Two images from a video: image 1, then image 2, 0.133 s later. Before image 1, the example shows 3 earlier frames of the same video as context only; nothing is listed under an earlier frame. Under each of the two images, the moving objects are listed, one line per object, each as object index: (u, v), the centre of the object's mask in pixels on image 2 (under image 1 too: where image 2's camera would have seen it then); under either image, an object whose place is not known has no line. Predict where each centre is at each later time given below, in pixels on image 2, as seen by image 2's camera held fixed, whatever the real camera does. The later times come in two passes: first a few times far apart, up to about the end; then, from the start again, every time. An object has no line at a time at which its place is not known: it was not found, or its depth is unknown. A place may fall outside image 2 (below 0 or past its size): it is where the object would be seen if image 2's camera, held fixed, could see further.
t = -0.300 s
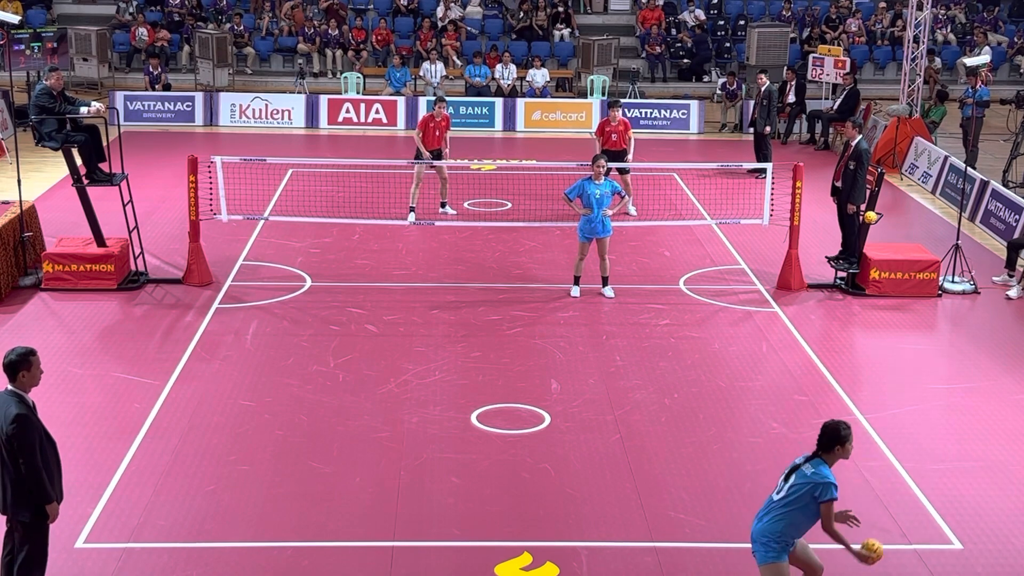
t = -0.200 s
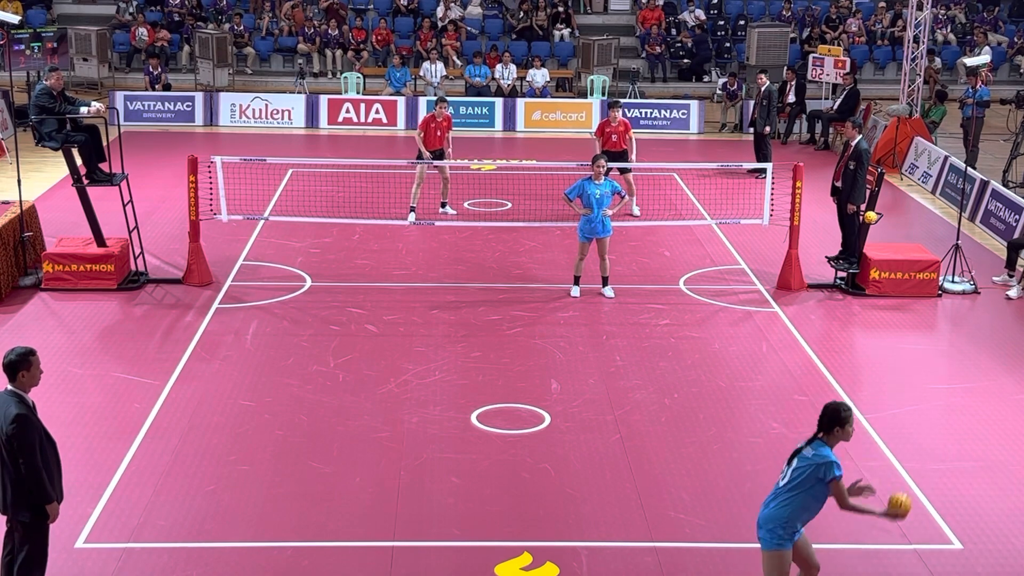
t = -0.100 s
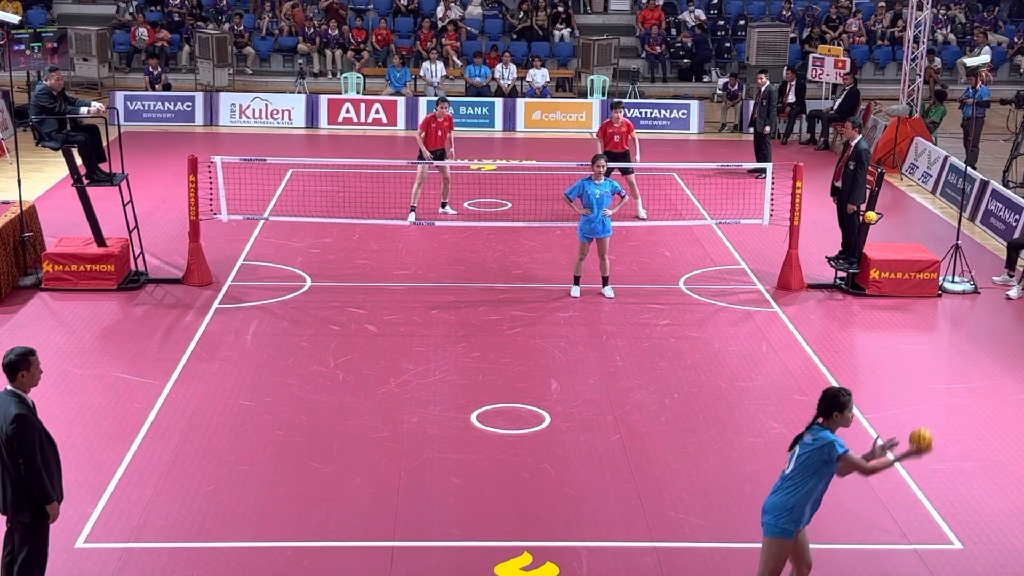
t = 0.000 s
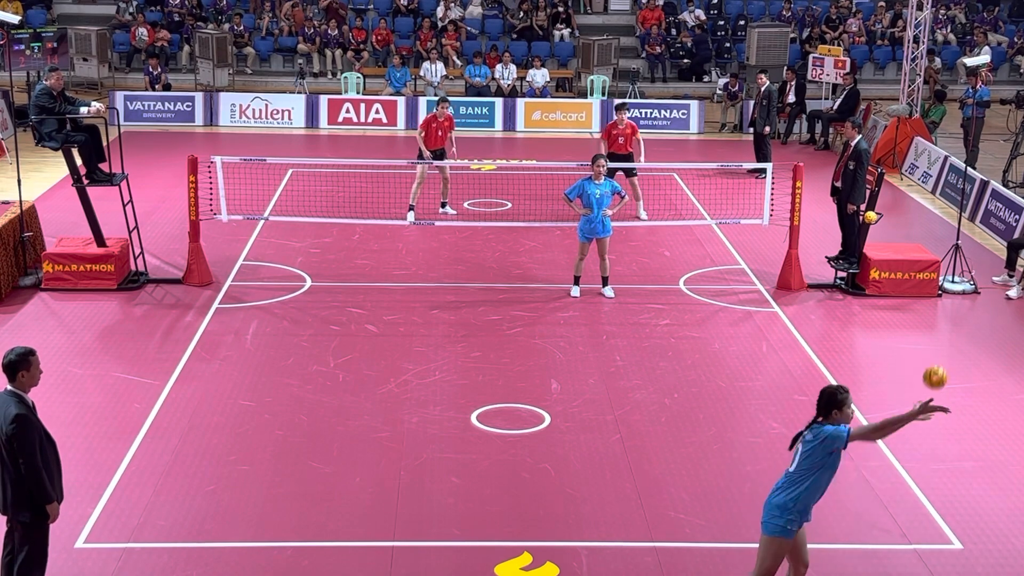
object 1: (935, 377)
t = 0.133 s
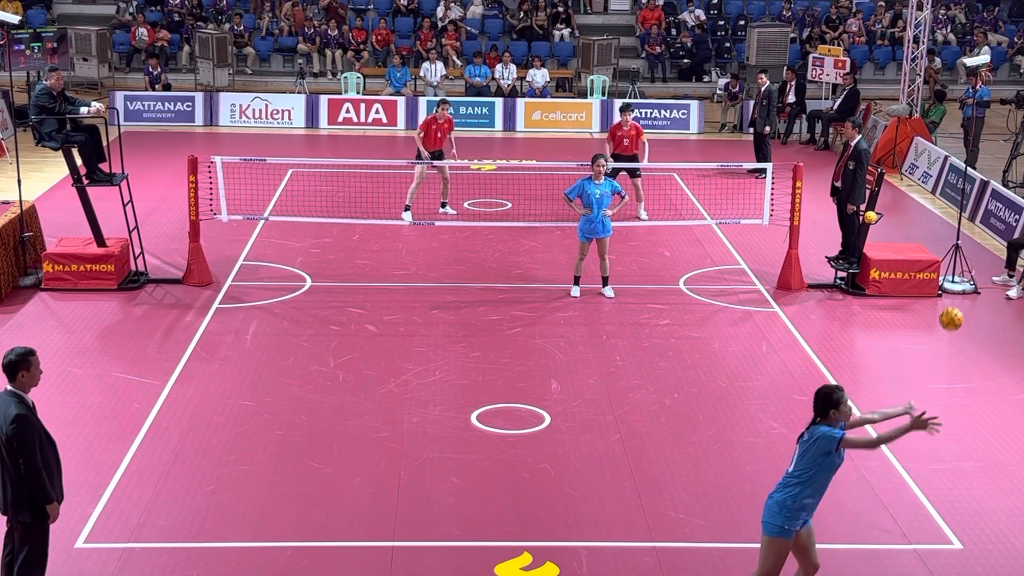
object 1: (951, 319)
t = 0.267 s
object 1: (964, 289)
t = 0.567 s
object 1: (980, 329)
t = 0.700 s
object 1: (982, 390)
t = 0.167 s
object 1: (954, 309)
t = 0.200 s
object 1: (958, 301)
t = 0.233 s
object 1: (960, 294)
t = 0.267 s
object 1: (964, 289)
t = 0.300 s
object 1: (967, 287)
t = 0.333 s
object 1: (969, 286)
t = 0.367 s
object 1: (971, 287)
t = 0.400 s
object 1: (973, 289)
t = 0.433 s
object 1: (976, 294)
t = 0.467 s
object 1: (977, 300)
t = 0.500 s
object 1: (978, 308)
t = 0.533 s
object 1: (979, 317)
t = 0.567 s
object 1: (980, 329)
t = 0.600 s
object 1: (981, 342)
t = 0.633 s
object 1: (982, 356)
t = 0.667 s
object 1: (982, 372)
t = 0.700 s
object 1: (982, 390)
